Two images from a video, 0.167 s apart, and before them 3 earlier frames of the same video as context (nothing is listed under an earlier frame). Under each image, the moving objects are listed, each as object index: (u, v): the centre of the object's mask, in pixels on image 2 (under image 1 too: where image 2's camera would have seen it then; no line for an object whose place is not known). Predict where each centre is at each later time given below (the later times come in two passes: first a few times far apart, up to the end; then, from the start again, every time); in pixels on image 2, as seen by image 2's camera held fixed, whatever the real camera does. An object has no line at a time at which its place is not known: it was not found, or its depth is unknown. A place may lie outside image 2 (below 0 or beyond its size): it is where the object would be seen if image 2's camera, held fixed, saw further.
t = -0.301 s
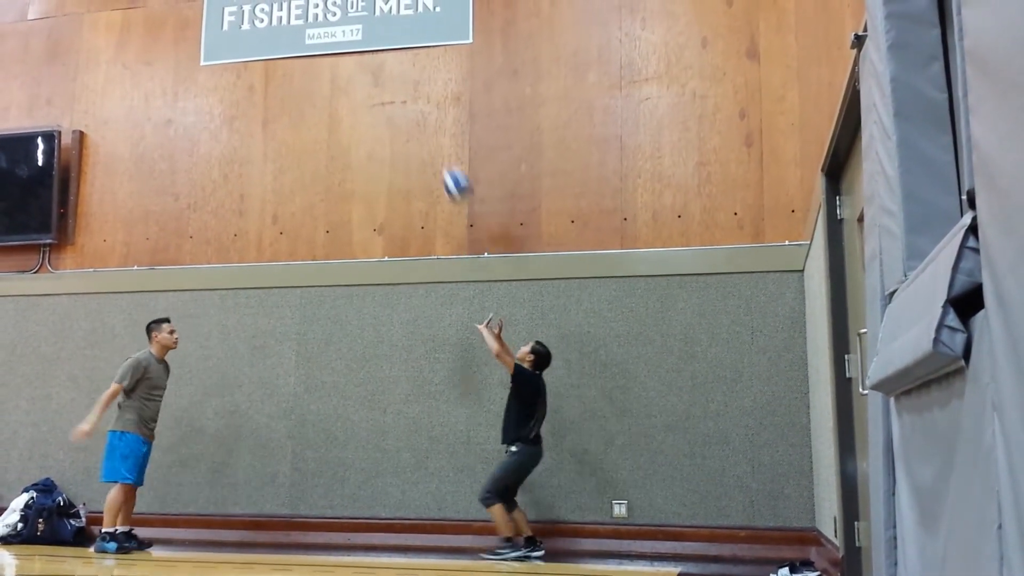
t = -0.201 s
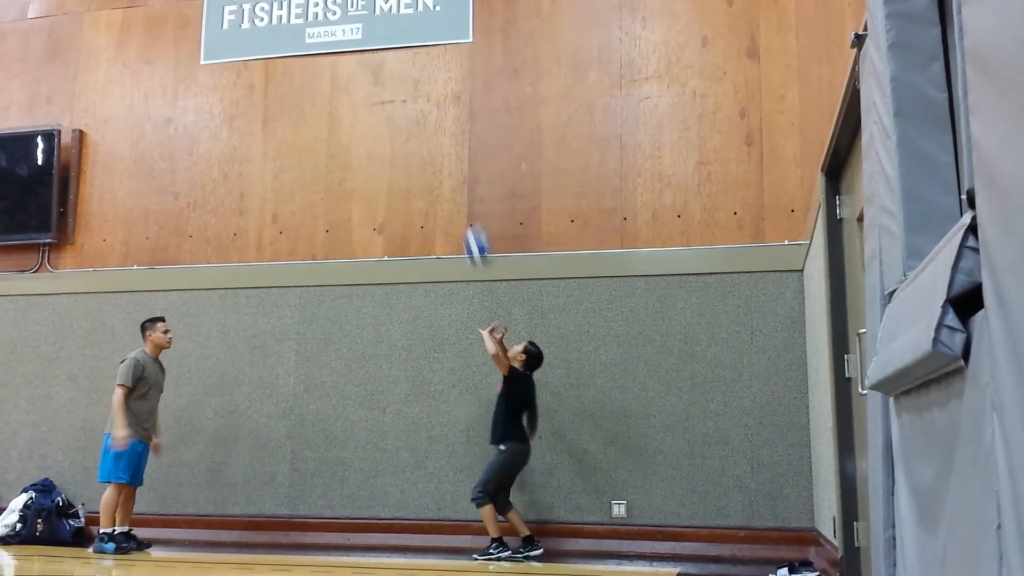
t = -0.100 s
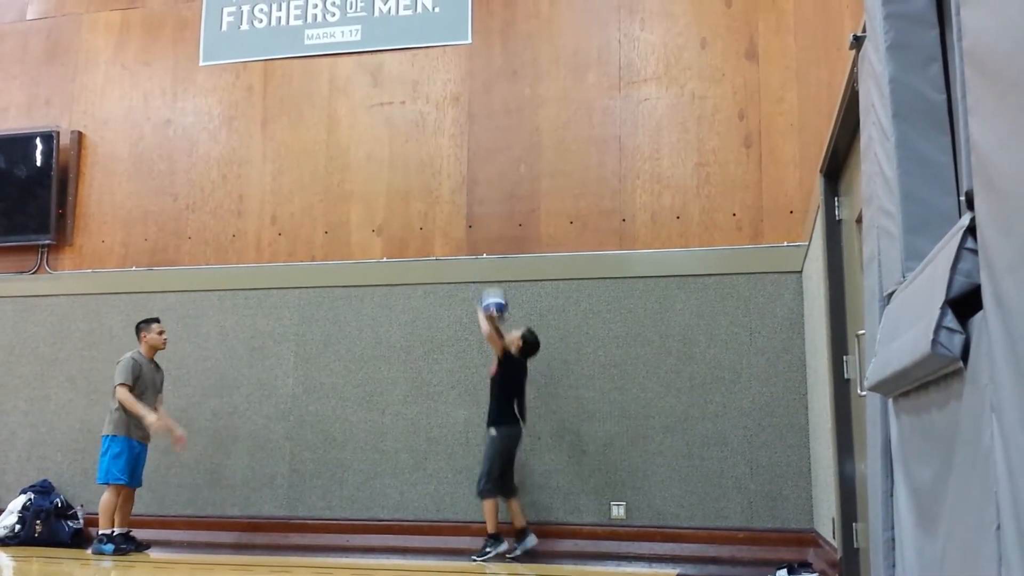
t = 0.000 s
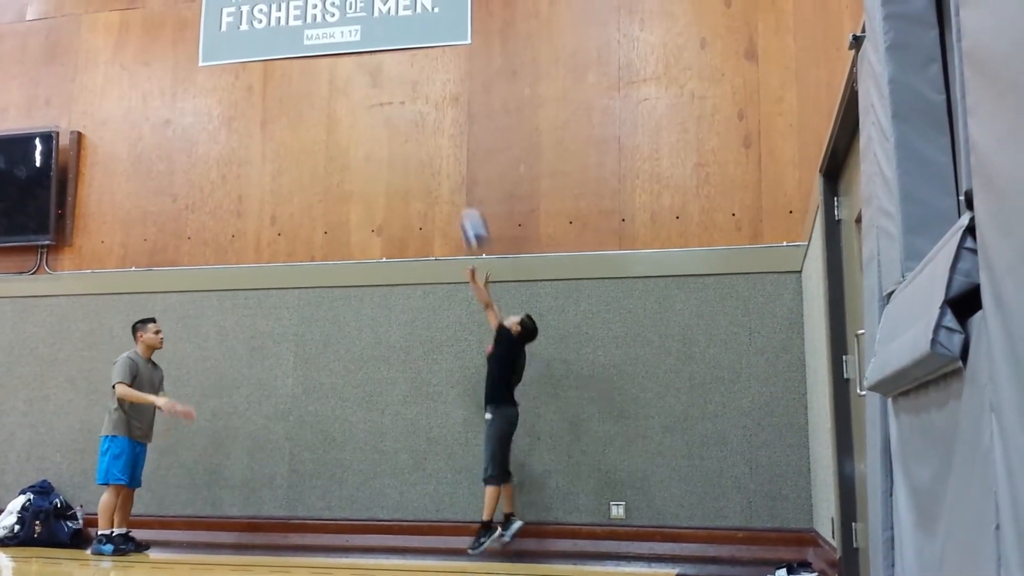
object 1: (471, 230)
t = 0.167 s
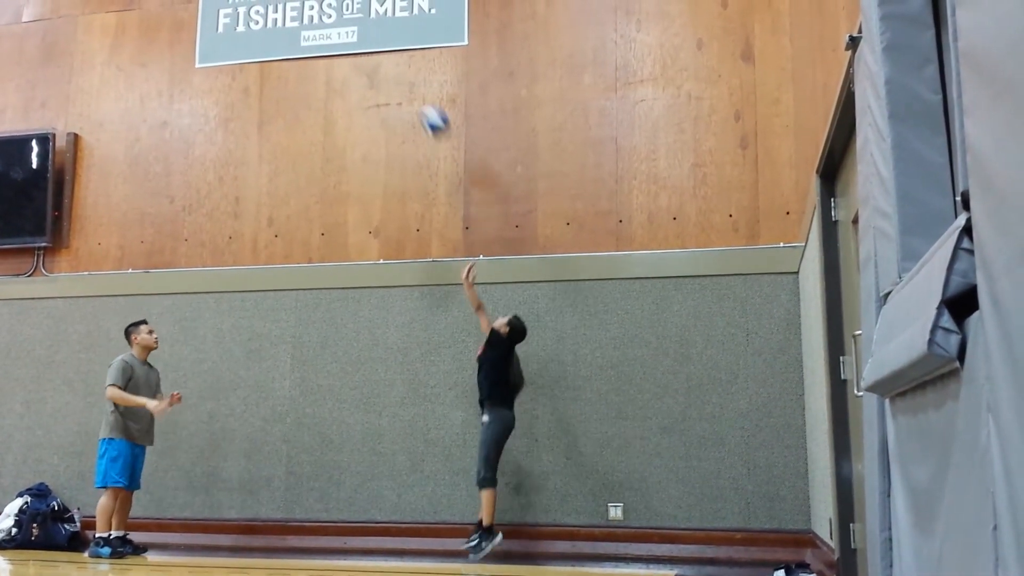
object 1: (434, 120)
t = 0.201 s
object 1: (427, 103)
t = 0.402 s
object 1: (384, 28)
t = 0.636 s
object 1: (332, 6)
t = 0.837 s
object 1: (286, 36)
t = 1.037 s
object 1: (238, 115)
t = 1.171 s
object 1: (203, 200)
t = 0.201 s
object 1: (427, 103)
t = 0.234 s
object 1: (420, 87)
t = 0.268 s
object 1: (413, 72)
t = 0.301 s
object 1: (406, 59)
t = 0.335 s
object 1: (398, 47)
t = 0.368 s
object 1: (391, 37)
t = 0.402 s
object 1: (384, 28)
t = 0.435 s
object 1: (377, 23)
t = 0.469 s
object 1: (370, 16)
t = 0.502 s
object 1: (363, 11)
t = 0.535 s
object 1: (356, 7)
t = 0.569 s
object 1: (348, 6)
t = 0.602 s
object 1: (341, 5)
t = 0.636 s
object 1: (332, 6)
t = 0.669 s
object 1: (327, 7)
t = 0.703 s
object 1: (318, 9)
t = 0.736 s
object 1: (310, 13)
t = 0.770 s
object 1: (302, 19)
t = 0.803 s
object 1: (295, 26)
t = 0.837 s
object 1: (286, 36)
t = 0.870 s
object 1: (279, 44)
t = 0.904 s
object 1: (270, 56)
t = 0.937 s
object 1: (262, 70)
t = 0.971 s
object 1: (254, 83)
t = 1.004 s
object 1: (246, 98)
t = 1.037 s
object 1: (238, 115)
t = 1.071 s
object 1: (229, 134)
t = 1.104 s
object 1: (221, 155)
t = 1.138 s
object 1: (212, 177)
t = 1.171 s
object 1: (203, 200)
